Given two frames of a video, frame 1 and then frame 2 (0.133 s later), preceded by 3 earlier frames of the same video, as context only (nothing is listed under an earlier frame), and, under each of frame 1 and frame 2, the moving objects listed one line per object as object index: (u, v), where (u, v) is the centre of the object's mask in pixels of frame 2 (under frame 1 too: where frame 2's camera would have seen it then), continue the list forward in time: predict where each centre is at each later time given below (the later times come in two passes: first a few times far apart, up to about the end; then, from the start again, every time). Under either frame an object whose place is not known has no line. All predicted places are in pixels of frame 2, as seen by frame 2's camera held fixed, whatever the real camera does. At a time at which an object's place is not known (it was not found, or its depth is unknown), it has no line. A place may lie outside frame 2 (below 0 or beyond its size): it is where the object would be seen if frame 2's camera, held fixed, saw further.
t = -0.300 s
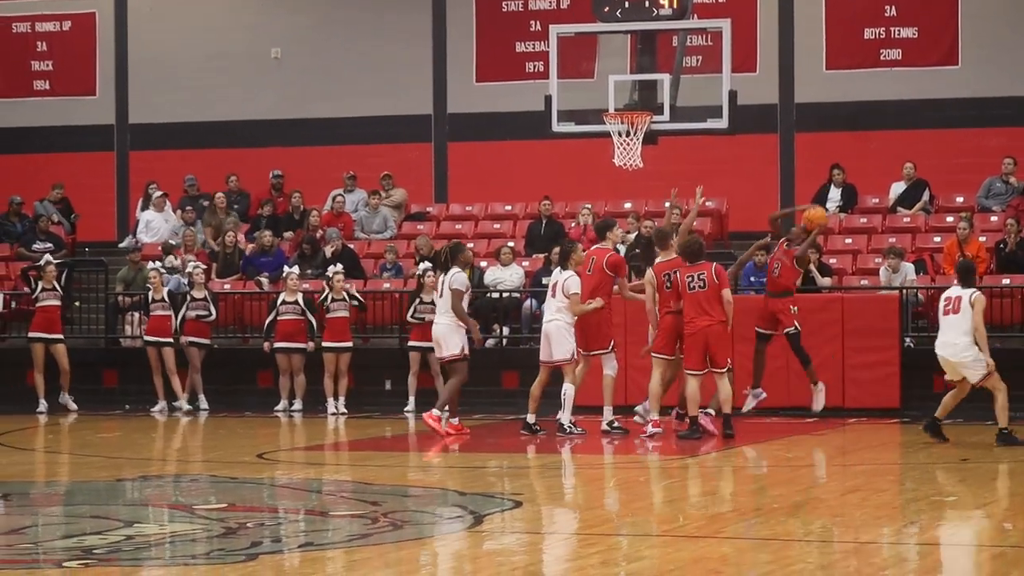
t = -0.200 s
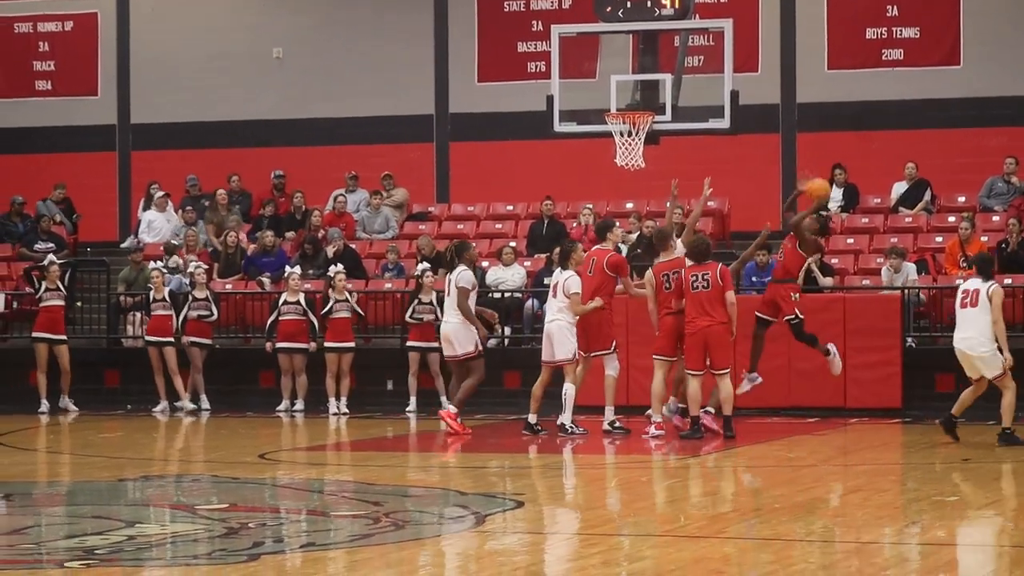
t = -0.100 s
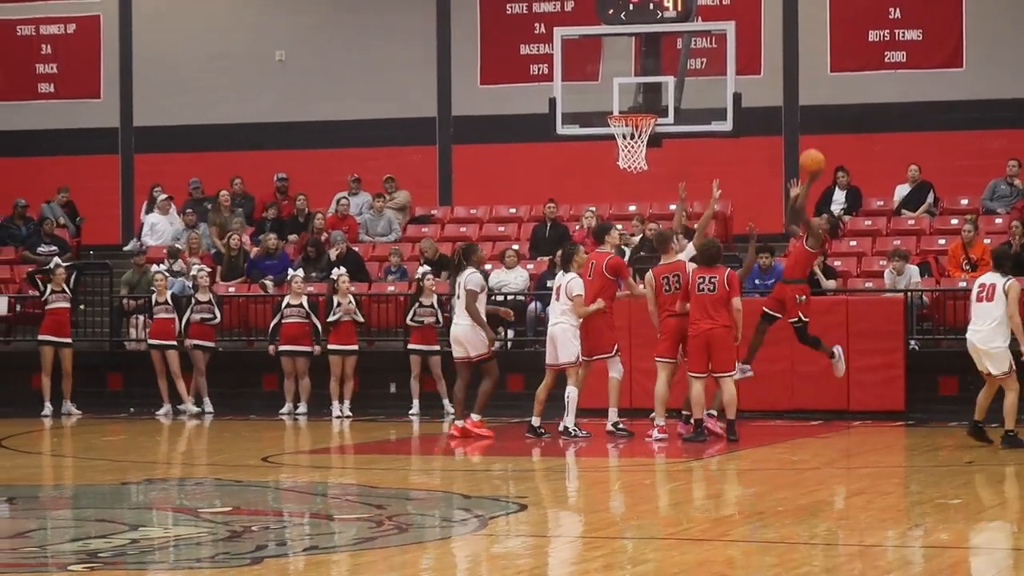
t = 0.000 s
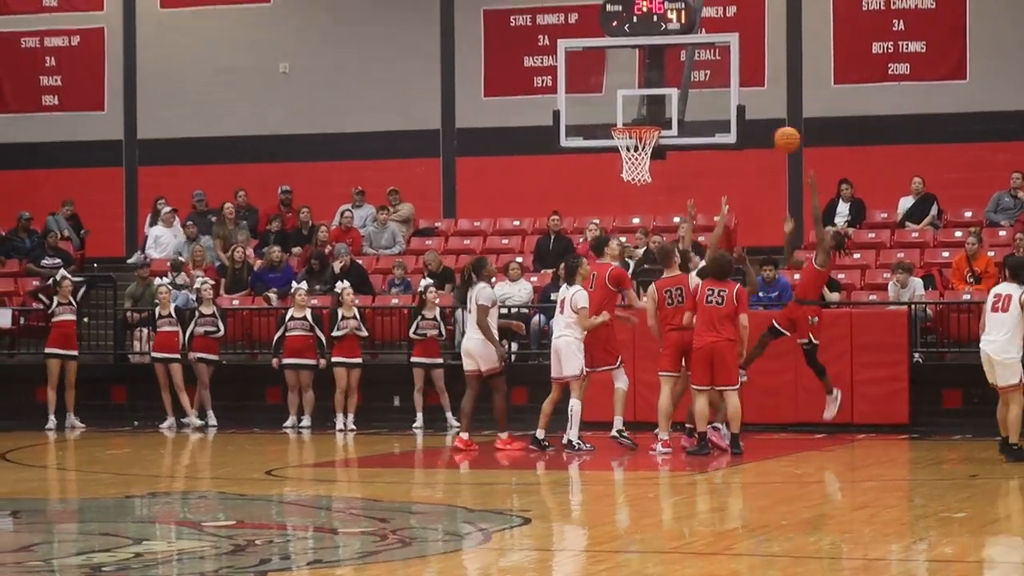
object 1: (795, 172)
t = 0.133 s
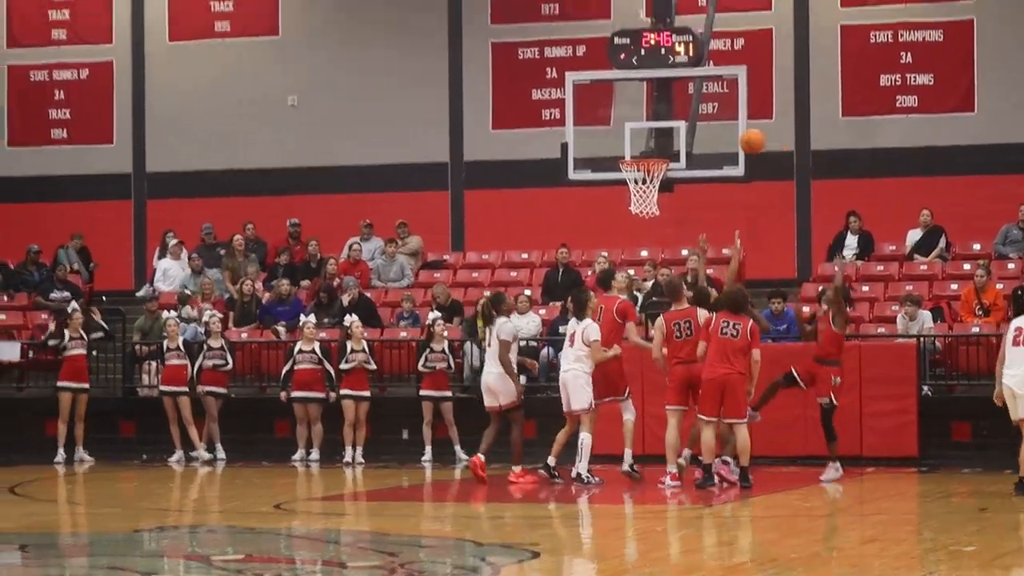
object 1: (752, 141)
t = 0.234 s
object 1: (720, 131)
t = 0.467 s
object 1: (650, 146)
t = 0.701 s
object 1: (619, 127)
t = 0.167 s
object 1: (741, 137)
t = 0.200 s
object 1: (731, 134)
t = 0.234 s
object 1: (720, 131)
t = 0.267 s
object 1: (710, 129)
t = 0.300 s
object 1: (700, 129)
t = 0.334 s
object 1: (690, 131)
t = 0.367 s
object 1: (680, 132)
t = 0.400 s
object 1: (669, 136)
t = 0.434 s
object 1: (660, 140)
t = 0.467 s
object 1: (650, 146)
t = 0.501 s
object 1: (640, 151)
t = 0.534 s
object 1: (636, 147)
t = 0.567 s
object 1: (633, 141)
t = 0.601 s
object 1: (629, 135)
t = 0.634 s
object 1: (626, 132)
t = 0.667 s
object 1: (622, 129)
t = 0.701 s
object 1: (619, 127)
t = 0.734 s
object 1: (615, 126)
